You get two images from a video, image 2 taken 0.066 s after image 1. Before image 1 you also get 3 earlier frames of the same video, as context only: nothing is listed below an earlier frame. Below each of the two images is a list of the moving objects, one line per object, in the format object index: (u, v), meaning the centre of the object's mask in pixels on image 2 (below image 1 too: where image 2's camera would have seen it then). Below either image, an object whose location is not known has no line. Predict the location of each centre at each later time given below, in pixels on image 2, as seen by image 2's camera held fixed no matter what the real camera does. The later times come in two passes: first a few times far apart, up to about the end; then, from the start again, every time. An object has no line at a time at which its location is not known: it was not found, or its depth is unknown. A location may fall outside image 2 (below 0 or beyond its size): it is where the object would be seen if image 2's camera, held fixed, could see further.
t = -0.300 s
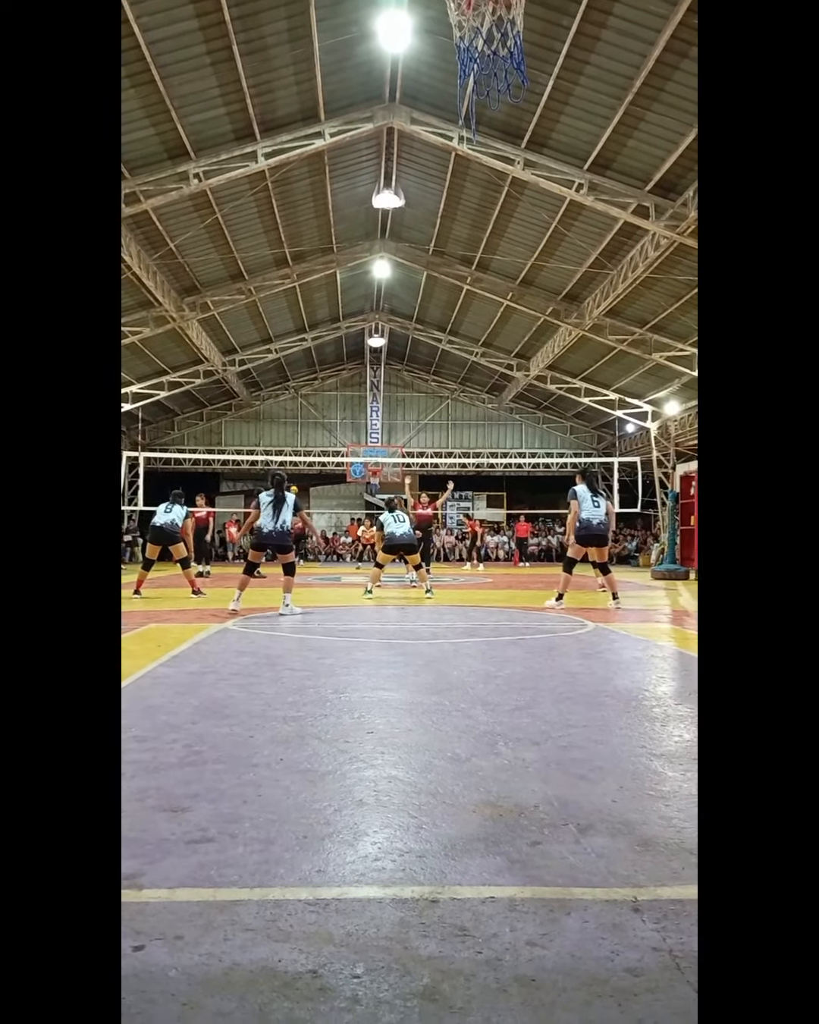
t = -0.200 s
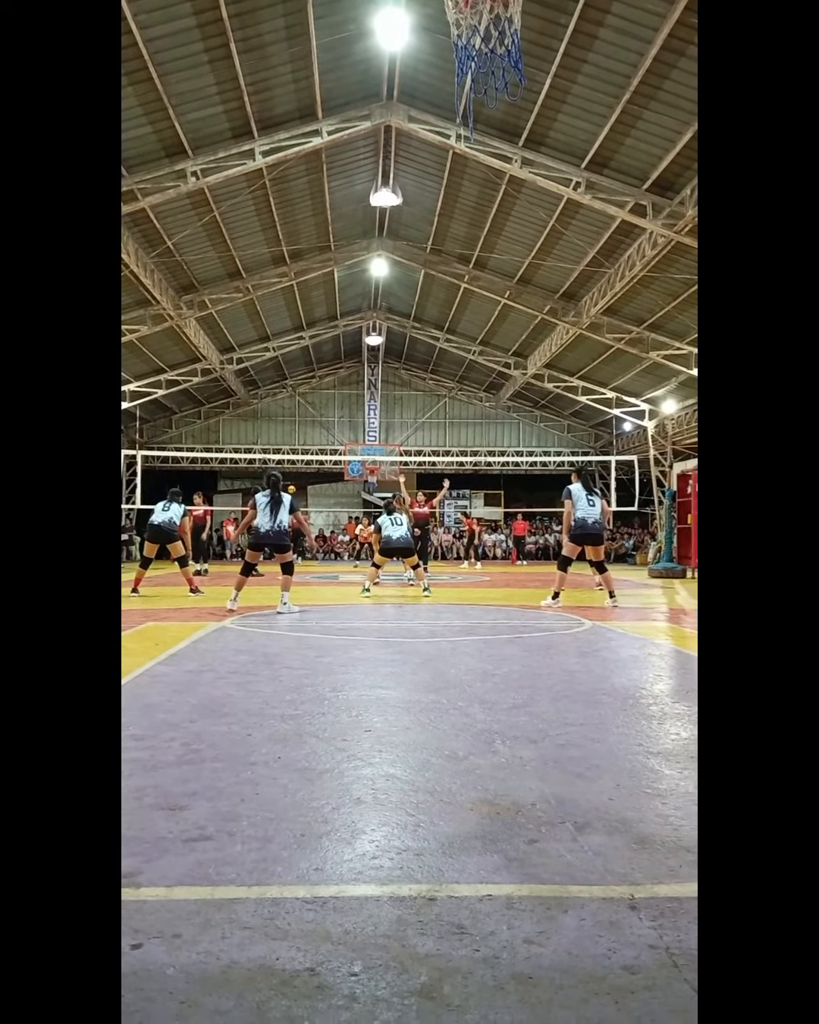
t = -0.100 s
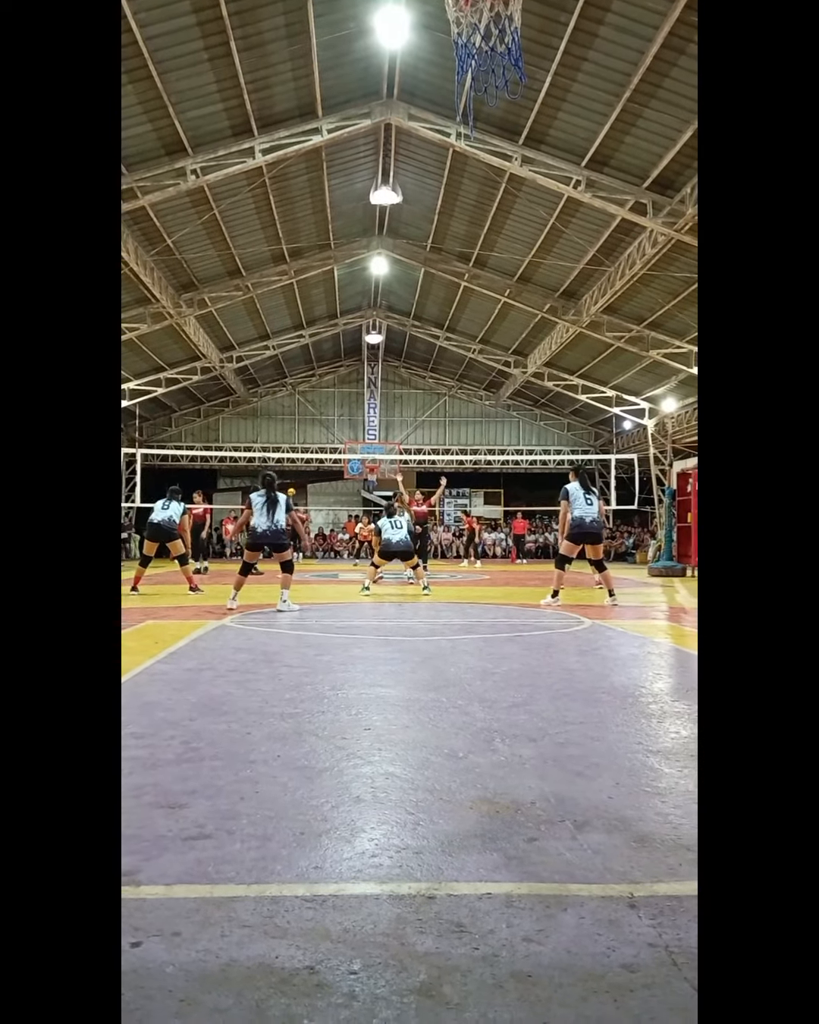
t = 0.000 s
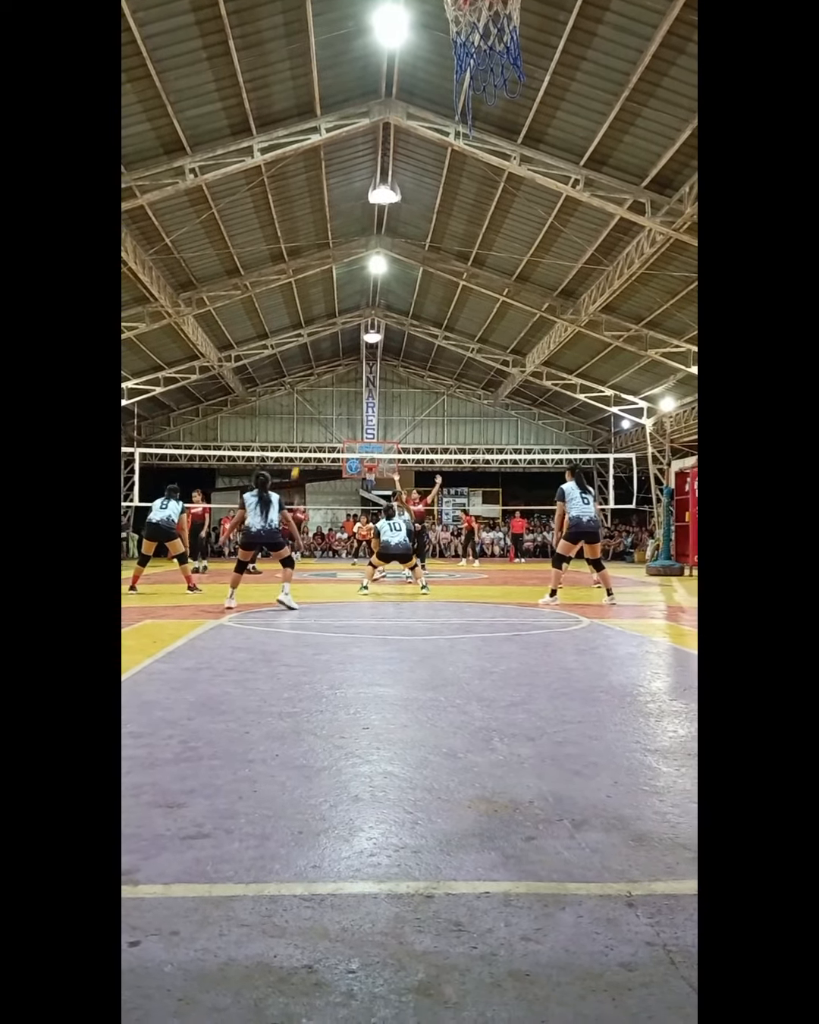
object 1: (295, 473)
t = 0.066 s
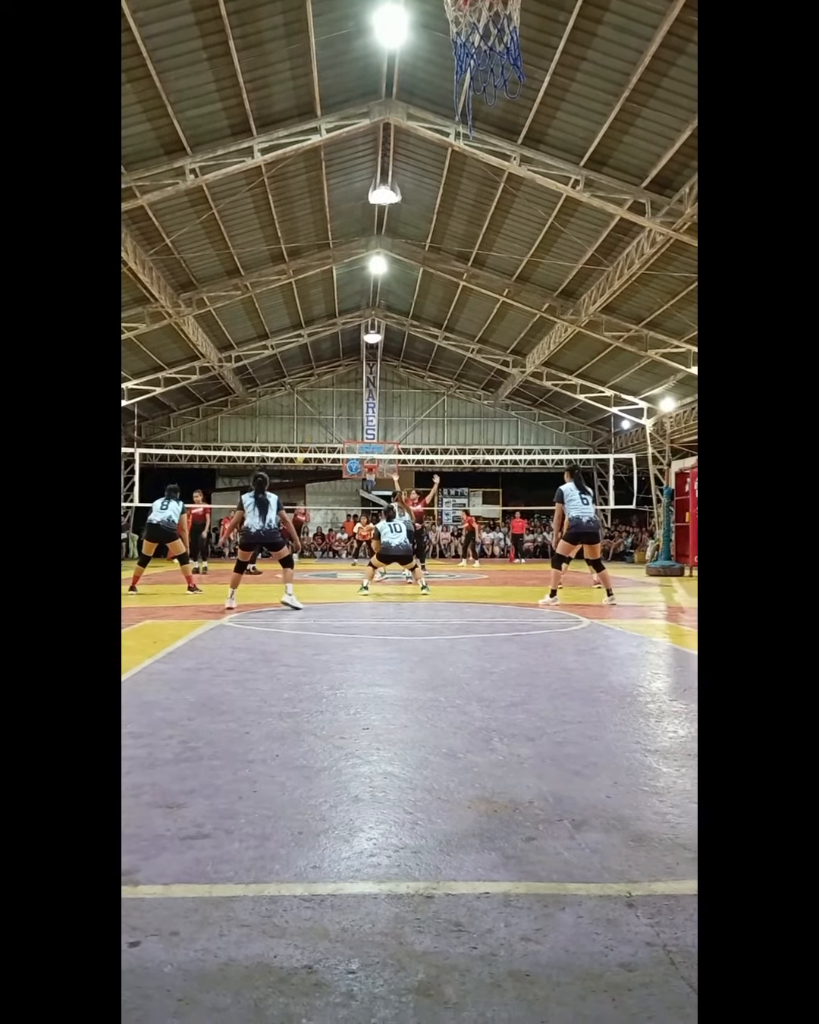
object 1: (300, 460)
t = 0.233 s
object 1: (313, 424)
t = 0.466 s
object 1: (334, 385)
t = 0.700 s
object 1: (357, 362)
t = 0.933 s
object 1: (383, 366)
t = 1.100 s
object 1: (407, 393)
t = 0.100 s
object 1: (304, 449)
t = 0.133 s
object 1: (305, 445)
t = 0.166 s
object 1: (308, 438)
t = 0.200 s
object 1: (310, 431)
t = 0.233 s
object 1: (313, 424)
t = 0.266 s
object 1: (317, 417)
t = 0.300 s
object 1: (319, 412)
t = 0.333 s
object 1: (322, 406)
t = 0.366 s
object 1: (325, 400)
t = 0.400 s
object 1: (328, 395)
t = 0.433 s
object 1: (332, 389)
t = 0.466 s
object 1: (334, 385)
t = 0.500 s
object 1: (337, 381)
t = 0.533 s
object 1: (341, 376)
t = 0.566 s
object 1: (344, 373)
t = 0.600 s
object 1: (347, 369)
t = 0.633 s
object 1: (350, 366)
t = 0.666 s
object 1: (354, 363)
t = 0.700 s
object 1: (357, 362)
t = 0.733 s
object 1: (361, 361)
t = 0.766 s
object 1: (364, 360)
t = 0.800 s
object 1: (368, 360)
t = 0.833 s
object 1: (372, 361)
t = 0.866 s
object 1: (375, 362)
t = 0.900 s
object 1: (379, 364)
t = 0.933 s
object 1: (383, 366)
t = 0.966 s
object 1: (387, 370)
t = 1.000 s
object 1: (391, 374)
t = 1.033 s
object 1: (397, 380)
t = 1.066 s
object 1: (402, 386)
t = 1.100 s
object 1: (407, 393)
